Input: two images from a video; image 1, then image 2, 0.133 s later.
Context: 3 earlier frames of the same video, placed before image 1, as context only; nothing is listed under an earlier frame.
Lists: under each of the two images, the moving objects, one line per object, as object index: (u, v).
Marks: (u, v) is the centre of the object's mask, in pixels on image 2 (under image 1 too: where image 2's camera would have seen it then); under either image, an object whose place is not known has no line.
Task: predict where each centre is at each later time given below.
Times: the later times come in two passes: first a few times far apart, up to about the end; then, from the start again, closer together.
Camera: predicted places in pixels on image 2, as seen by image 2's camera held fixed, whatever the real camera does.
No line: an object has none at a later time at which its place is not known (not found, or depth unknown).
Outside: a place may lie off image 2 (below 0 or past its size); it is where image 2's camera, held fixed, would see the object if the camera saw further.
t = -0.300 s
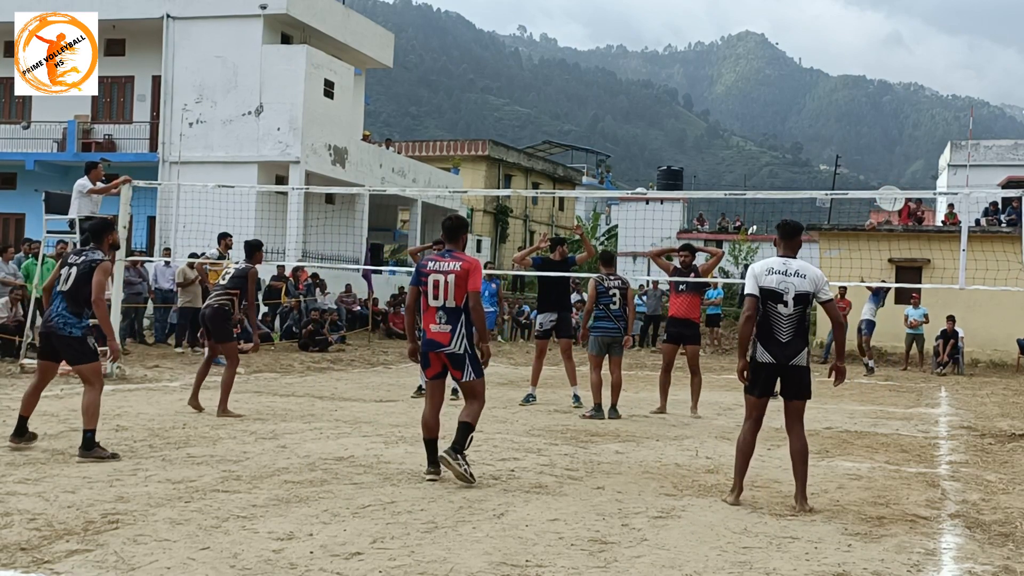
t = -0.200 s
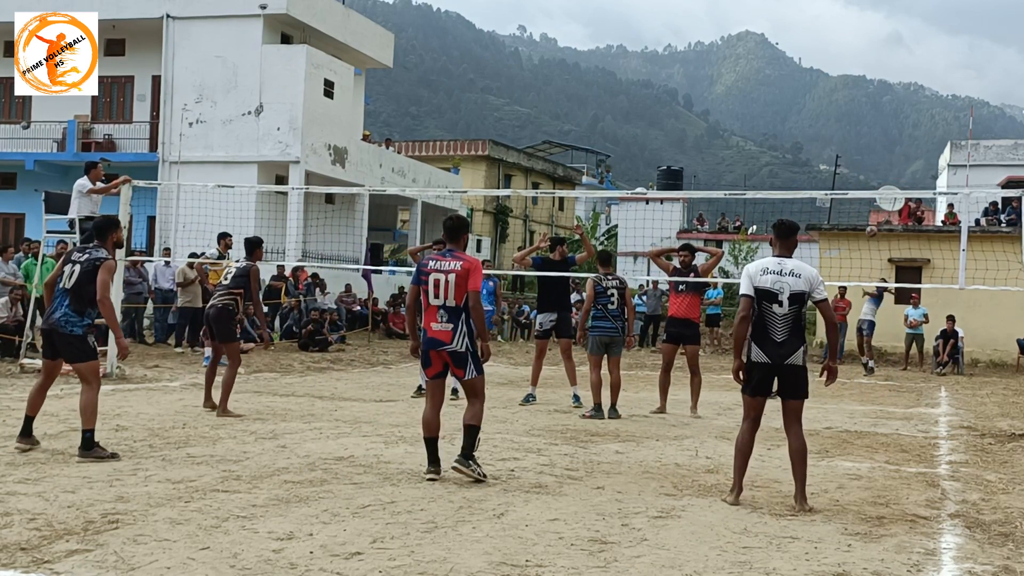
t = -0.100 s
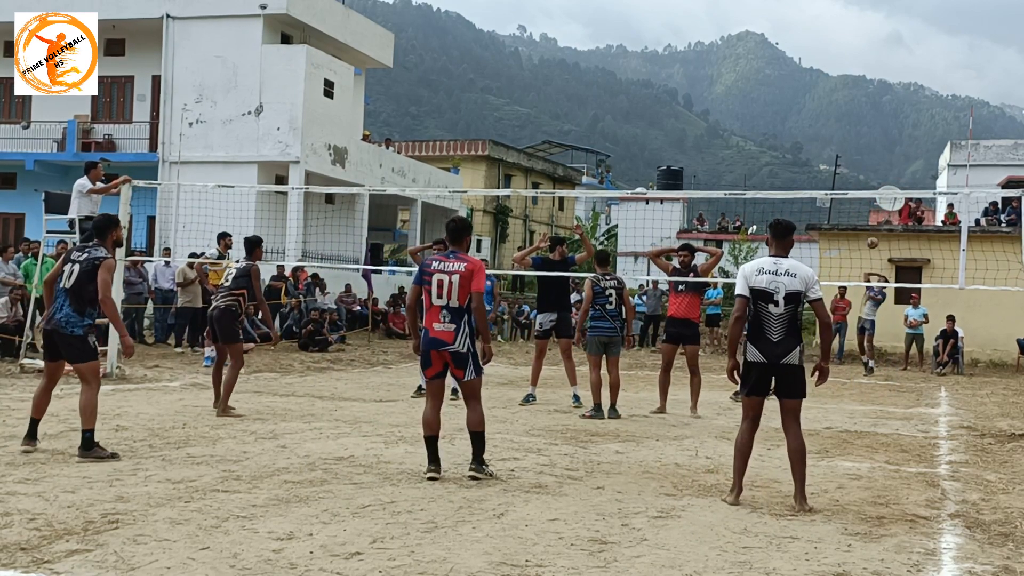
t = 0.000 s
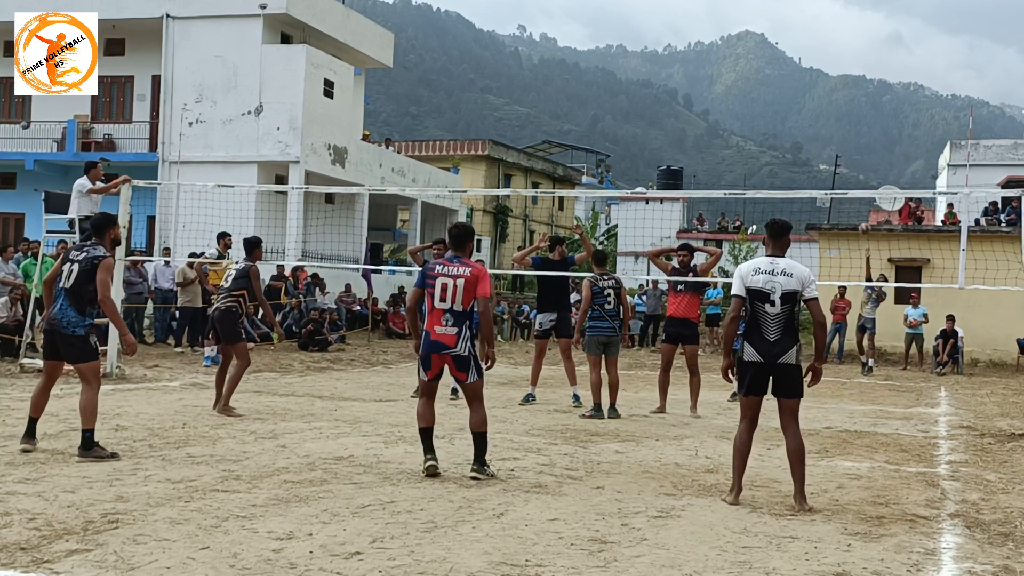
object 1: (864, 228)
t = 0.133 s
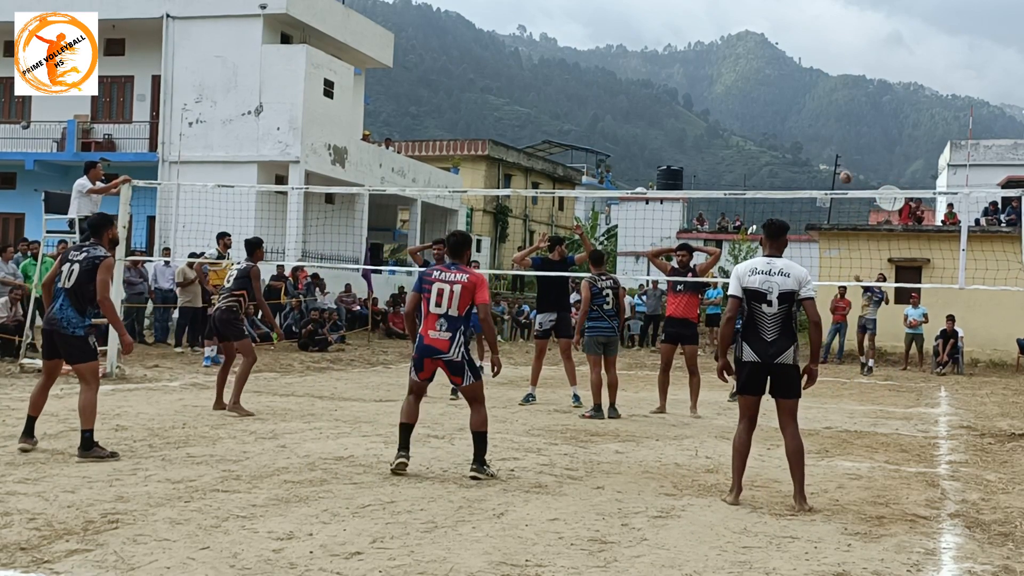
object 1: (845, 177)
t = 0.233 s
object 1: (831, 141)
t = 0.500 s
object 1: (788, 62)
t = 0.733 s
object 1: (738, 26)
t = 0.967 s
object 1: (670, 37)
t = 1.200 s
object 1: (568, 123)
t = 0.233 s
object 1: (831, 141)
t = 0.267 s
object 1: (826, 130)
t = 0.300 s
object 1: (822, 119)
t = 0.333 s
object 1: (816, 108)
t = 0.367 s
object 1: (811, 97)
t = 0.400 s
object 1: (806, 88)
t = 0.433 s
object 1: (800, 79)
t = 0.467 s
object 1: (794, 70)
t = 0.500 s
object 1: (788, 62)
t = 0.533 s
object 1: (782, 55)
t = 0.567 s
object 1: (775, 48)
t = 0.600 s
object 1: (768, 43)
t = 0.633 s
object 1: (762, 37)
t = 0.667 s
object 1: (754, 33)
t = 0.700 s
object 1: (746, 29)
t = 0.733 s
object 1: (738, 26)
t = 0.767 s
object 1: (730, 24)
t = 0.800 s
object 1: (721, 23)
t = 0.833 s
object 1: (712, 24)
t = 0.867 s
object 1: (702, 25)
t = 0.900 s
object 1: (692, 28)
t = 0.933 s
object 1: (681, 32)
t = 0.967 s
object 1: (670, 37)
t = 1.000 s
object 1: (658, 44)
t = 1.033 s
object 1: (645, 53)
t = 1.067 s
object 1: (631, 63)
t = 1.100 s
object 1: (617, 75)
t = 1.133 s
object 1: (602, 89)
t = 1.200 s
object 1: (568, 123)
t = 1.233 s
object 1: (550, 144)
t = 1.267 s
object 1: (529, 167)
